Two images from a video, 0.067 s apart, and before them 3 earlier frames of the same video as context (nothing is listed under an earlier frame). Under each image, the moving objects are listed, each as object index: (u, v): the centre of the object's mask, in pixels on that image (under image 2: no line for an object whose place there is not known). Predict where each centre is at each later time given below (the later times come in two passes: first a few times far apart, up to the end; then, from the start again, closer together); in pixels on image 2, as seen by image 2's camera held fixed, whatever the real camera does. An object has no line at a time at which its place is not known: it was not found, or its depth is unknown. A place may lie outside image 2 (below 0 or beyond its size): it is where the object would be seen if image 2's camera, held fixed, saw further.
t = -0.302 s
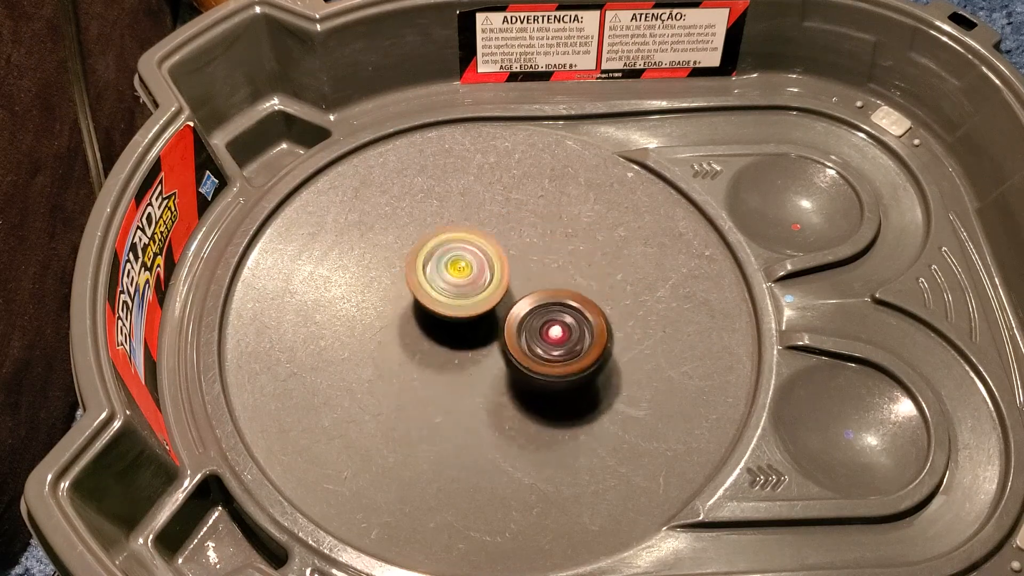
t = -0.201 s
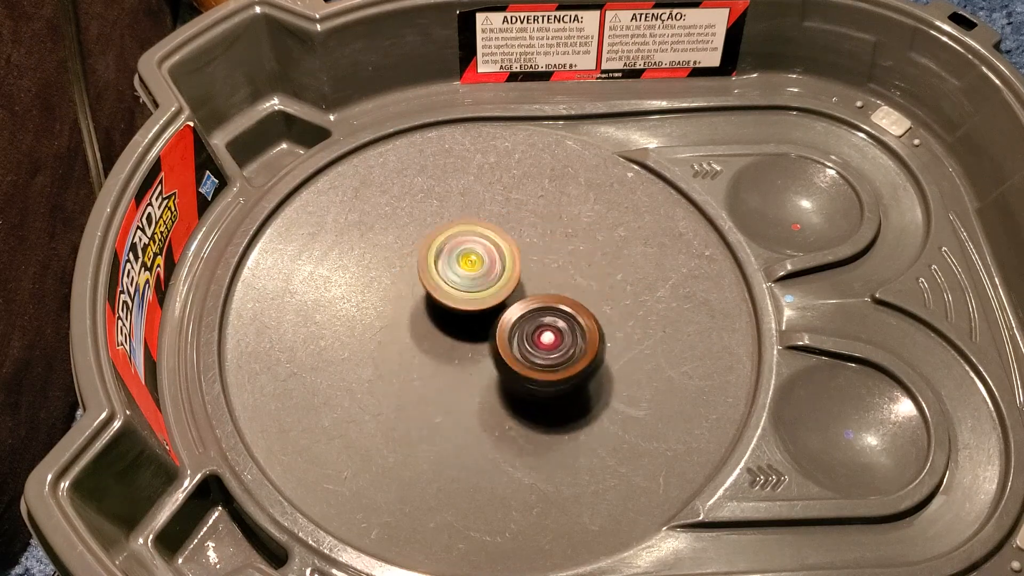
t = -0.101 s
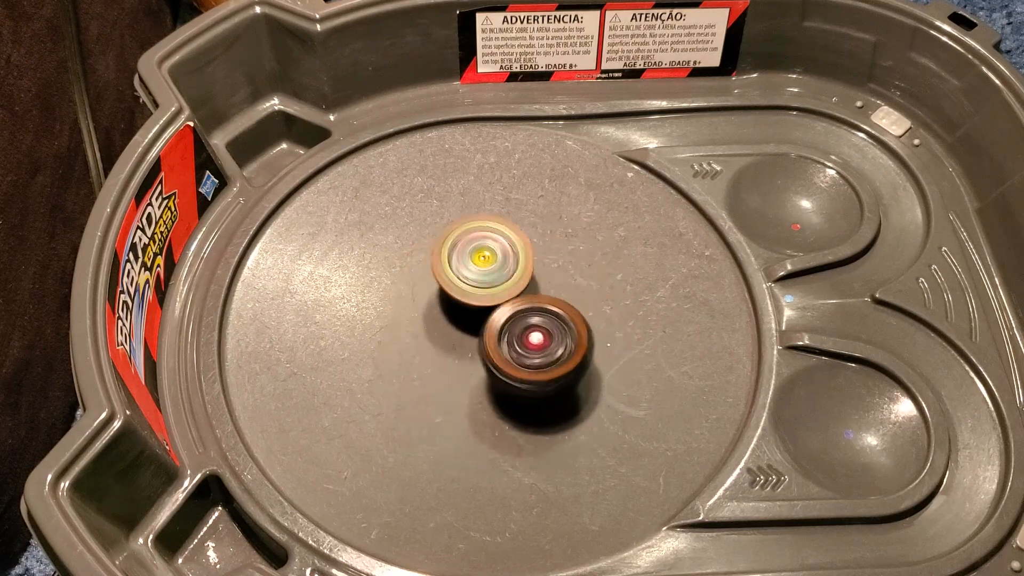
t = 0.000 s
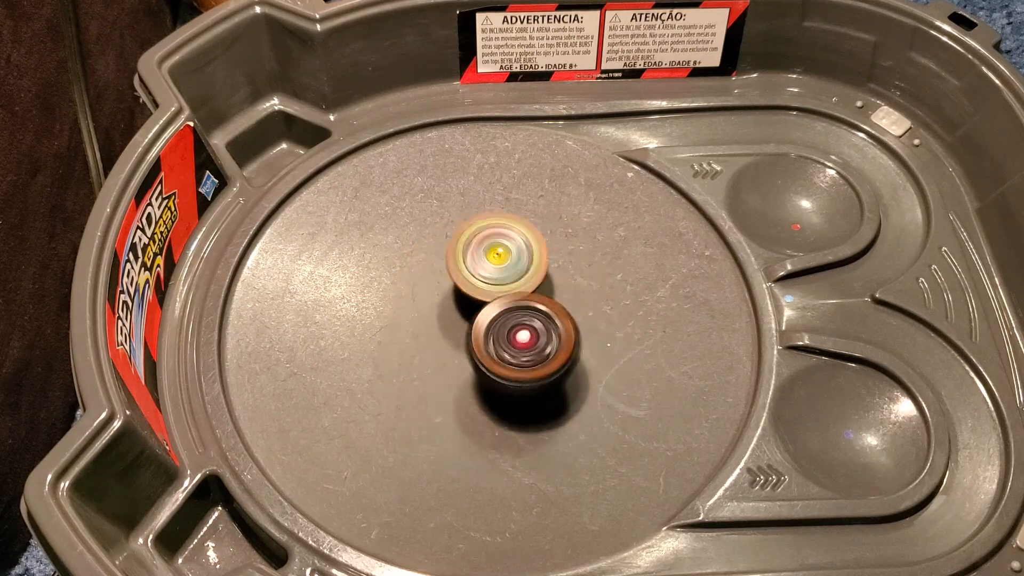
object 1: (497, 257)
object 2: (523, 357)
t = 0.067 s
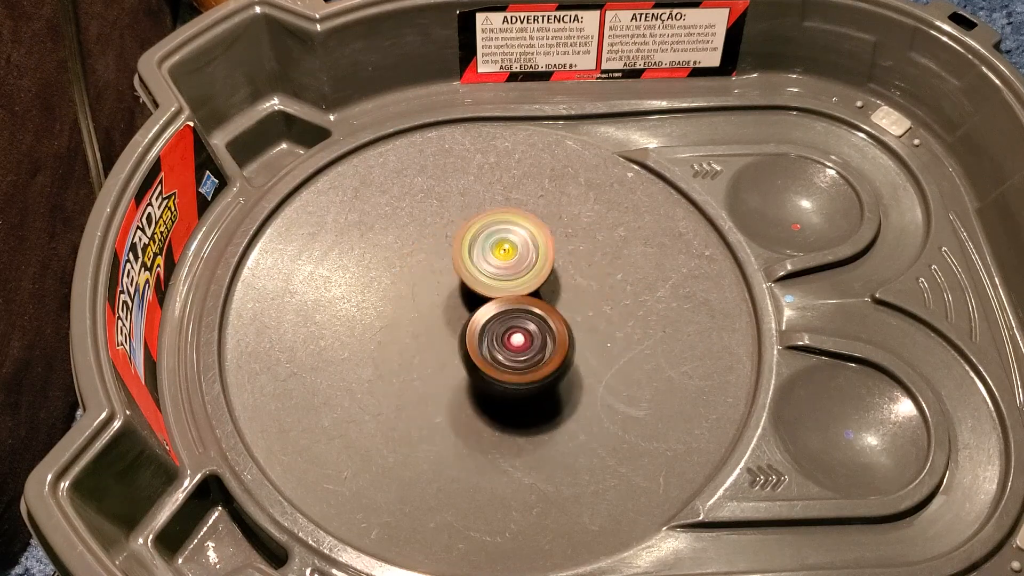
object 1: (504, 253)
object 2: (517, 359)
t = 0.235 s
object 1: (528, 256)
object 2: (499, 362)
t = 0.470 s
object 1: (559, 272)
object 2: (479, 351)
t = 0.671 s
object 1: (572, 292)
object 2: (466, 338)
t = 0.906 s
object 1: (576, 315)
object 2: (453, 319)
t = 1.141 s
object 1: (555, 337)
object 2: (454, 302)
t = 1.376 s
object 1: (528, 351)
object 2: (458, 279)
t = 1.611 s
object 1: (504, 358)
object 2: (469, 261)
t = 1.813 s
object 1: (484, 353)
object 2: (492, 259)
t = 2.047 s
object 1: (460, 369)
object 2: (534, 242)
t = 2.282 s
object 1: (456, 360)
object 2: (567, 238)
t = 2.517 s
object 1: (466, 337)
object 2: (570, 270)
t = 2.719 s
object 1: (447, 328)
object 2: (593, 298)
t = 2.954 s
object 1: (459, 316)
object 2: (612, 320)
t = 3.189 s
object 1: (479, 302)
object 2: (588, 341)
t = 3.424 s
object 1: (478, 294)
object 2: (576, 356)
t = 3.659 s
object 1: (488, 286)
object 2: (565, 368)
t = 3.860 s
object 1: (488, 272)
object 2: (556, 388)
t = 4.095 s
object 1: (497, 272)
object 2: (531, 384)
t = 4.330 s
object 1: (507, 268)
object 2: (505, 377)
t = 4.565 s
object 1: (526, 278)
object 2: (484, 377)
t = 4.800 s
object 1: (543, 283)
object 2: (466, 373)
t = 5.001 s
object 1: (551, 288)
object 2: (457, 358)
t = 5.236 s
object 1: (565, 291)
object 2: (433, 347)
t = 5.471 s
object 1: (564, 299)
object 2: (412, 336)
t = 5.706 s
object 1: (551, 308)
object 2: (439, 322)
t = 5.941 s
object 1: (562, 310)
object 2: (440, 306)
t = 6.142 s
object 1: (558, 314)
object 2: (452, 297)
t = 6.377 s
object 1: (577, 324)
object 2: (434, 283)
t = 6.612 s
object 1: (569, 329)
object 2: (443, 290)
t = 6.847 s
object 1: (560, 334)
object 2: (461, 293)
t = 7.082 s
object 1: (556, 337)
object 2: (460, 279)
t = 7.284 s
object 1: (546, 337)
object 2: (460, 274)
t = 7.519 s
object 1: (557, 355)
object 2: (447, 257)
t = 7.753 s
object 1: (546, 354)
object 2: (459, 266)
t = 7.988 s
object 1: (540, 353)
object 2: (479, 276)
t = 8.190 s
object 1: (539, 351)
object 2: (488, 269)
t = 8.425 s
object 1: (537, 353)
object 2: (492, 263)
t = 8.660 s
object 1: (533, 355)
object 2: (492, 255)
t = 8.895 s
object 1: (526, 352)
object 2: (491, 262)
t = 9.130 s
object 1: (525, 353)
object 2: (492, 262)
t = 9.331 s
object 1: (526, 355)
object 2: (491, 258)
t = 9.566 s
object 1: (527, 353)
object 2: (491, 255)
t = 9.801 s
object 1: (528, 356)
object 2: (493, 261)
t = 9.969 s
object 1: (530, 352)
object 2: (495, 264)
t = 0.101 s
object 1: (508, 254)
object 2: (513, 361)
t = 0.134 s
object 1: (512, 254)
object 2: (510, 362)
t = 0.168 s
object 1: (517, 254)
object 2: (507, 363)
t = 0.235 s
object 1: (528, 256)
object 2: (499, 362)
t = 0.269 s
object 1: (532, 258)
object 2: (496, 362)
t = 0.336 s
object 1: (541, 262)
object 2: (490, 358)
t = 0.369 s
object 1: (546, 265)
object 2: (487, 356)
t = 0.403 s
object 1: (550, 267)
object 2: (485, 354)
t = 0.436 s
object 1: (555, 270)
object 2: (483, 352)
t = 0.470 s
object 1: (559, 272)
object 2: (479, 351)
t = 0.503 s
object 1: (562, 275)
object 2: (475, 350)
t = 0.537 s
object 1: (564, 278)
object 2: (473, 348)
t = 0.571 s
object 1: (567, 281)
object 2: (470, 346)
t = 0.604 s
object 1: (569, 284)
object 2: (468, 343)
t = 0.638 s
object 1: (571, 289)
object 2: (466, 341)
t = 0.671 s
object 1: (572, 292)
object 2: (466, 338)
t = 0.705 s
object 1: (573, 296)
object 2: (465, 336)
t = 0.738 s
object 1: (573, 300)
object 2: (466, 333)
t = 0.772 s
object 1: (576, 304)
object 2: (463, 330)
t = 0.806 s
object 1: (578, 306)
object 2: (460, 327)
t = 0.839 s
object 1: (578, 309)
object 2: (457, 324)
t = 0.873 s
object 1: (577, 312)
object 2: (455, 321)
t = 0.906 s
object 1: (576, 315)
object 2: (453, 319)
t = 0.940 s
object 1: (571, 321)
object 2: (452, 314)
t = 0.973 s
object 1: (568, 325)
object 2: (452, 312)
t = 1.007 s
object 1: (566, 327)
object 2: (452, 311)
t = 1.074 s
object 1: (560, 333)
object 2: (454, 307)
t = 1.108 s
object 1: (558, 335)
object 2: (454, 304)
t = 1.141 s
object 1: (555, 337)
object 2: (454, 302)
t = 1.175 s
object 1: (550, 340)
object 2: (455, 299)
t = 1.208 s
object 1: (547, 342)
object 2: (454, 296)
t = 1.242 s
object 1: (543, 344)
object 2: (455, 293)
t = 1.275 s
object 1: (540, 346)
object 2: (455, 290)
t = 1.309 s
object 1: (536, 348)
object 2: (456, 286)
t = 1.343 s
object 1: (531, 349)
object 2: (458, 283)
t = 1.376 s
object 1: (528, 351)
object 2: (458, 279)
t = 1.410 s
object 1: (527, 354)
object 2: (459, 275)
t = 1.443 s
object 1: (524, 356)
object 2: (459, 272)
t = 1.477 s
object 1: (521, 357)
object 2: (461, 268)
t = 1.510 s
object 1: (516, 357)
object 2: (462, 266)
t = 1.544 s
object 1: (512, 357)
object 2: (464, 263)
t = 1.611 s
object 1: (504, 358)
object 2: (469, 261)
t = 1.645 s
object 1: (500, 357)
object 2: (473, 260)
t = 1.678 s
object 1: (496, 356)
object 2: (476, 259)
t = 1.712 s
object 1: (492, 354)
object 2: (480, 259)
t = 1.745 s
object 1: (489, 353)
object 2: (484, 259)
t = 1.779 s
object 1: (486, 353)
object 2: (488, 259)
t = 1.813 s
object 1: (484, 353)
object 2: (492, 259)
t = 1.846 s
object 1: (481, 352)
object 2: (497, 259)
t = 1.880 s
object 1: (478, 350)
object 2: (501, 259)
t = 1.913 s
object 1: (475, 349)
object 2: (506, 260)
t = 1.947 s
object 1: (468, 358)
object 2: (512, 257)
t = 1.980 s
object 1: (464, 366)
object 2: (519, 251)
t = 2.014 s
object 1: (462, 369)
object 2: (527, 246)
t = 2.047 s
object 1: (460, 369)
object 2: (534, 242)
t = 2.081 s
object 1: (459, 368)
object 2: (541, 239)
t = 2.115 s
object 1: (459, 368)
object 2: (547, 235)
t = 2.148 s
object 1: (458, 367)
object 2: (552, 235)
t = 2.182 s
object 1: (457, 365)
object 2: (557, 235)
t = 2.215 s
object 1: (457, 364)
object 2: (561, 235)
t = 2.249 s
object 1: (457, 361)
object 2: (565, 236)
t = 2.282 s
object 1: (456, 360)
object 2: (567, 238)
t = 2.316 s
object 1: (457, 357)
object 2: (570, 240)
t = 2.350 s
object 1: (458, 354)
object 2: (572, 244)
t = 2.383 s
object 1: (460, 351)
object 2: (573, 248)
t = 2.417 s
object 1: (461, 348)
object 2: (573, 252)
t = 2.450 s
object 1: (462, 344)
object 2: (573, 257)
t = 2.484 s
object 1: (464, 341)
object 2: (572, 263)
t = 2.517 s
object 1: (466, 337)
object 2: (570, 270)
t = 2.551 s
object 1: (468, 333)
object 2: (568, 277)
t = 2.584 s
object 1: (471, 329)
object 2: (566, 284)
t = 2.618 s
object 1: (468, 327)
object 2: (568, 289)
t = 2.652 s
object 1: (456, 329)
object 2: (578, 290)
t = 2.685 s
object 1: (449, 329)
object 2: (586, 294)
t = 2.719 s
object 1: (447, 328)
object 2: (593, 298)
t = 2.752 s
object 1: (447, 327)
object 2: (599, 302)
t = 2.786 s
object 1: (448, 325)
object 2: (603, 306)
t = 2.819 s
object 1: (449, 323)
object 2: (607, 309)
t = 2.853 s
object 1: (451, 321)
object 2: (609, 312)
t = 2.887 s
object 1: (454, 319)
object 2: (611, 315)
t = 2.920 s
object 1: (456, 317)
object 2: (612, 318)
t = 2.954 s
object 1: (459, 316)
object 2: (612, 320)
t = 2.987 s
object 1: (461, 314)
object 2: (611, 324)
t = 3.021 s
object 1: (465, 311)
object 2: (609, 328)
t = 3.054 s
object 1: (468, 310)
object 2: (606, 331)
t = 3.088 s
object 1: (471, 307)
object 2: (601, 334)
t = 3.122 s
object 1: (475, 306)
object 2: (596, 336)
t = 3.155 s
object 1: (479, 305)
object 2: (591, 338)
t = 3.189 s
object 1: (479, 302)
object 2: (588, 341)
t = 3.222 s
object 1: (475, 300)
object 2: (587, 343)
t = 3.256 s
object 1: (474, 300)
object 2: (585, 345)
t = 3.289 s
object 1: (475, 299)
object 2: (584, 347)
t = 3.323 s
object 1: (477, 299)
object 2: (581, 349)
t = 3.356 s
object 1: (479, 298)
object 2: (578, 350)
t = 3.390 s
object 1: (478, 296)
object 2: (577, 353)
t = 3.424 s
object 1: (478, 294)
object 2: (576, 356)
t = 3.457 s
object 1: (480, 293)
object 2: (575, 358)
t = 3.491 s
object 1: (482, 293)
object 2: (573, 360)
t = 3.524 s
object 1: (483, 291)
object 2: (572, 362)
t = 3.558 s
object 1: (484, 289)
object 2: (571, 364)
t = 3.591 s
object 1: (485, 288)
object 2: (569, 366)
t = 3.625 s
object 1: (487, 287)
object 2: (567, 367)
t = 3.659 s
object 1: (488, 286)
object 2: (565, 368)
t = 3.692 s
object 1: (490, 285)
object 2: (562, 368)
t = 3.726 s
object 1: (491, 284)
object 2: (559, 369)
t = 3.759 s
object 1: (490, 278)
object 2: (560, 376)
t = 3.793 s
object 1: (488, 275)
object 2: (560, 380)
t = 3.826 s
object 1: (488, 273)
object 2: (558, 384)
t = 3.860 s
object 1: (488, 272)
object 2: (556, 388)
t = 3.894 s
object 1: (488, 271)
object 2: (554, 390)
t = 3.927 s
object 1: (489, 271)
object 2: (551, 391)
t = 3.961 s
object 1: (490, 270)
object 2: (548, 392)
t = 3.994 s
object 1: (492, 271)
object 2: (543, 391)
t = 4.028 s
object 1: (493, 271)
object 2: (539, 390)
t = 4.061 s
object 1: (495, 271)
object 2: (535, 387)
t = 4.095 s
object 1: (497, 272)
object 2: (531, 384)
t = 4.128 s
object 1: (498, 272)
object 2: (526, 379)
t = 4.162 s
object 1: (500, 273)
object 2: (521, 376)
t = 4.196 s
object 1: (502, 270)
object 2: (518, 374)
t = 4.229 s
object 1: (503, 269)
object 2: (515, 373)
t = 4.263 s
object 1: (504, 268)
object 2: (512, 372)
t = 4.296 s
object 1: (505, 267)
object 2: (508, 374)
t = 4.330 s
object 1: (507, 268)
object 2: (505, 377)
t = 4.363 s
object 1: (511, 269)
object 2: (498, 380)
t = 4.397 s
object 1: (514, 270)
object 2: (495, 382)
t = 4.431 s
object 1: (516, 271)
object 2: (492, 382)
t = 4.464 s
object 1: (519, 273)
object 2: (490, 382)
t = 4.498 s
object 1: (522, 275)
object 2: (488, 382)
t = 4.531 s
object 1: (524, 276)
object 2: (486, 380)
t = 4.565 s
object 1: (526, 278)
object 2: (484, 377)
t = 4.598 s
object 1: (529, 279)
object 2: (482, 376)
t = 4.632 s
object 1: (534, 276)
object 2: (480, 378)
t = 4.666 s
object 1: (536, 277)
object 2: (475, 378)
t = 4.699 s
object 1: (537, 278)
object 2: (472, 377)
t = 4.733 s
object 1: (539, 279)
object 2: (469, 376)
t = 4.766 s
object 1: (541, 281)
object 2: (467, 375)
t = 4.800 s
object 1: (543, 283)
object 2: (466, 373)
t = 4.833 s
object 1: (544, 284)
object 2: (465, 370)
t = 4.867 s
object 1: (546, 286)
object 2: (465, 367)
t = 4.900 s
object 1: (546, 287)
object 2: (465, 363)
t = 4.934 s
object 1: (548, 287)
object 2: (463, 361)
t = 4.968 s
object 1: (551, 287)
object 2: (460, 360)
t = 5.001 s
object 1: (551, 288)
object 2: (457, 358)
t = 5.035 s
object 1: (551, 289)
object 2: (454, 357)
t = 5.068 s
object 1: (551, 291)
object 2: (452, 354)
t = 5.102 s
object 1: (551, 293)
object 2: (451, 351)
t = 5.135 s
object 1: (551, 295)
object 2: (452, 348)
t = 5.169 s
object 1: (553, 296)
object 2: (449, 346)
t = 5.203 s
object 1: (562, 293)
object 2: (439, 347)
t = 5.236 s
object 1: (565, 291)
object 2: (433, 347)
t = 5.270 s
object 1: (566, 292)
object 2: (427, 346)
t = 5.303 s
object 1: (566, 292)
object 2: (421, 345)
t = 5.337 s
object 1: (566, 293)
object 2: (417, 343)
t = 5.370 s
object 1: (566, 294)
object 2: (414, 341)
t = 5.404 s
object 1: (566, 296)
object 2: (412, 340)
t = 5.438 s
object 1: (565, 297)
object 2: (412, 338)
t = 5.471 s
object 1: (564, 299)
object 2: (412, 336)
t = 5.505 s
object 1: (563, 300)
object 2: (413, 335)
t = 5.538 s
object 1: (561, 302)
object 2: (416, 332)
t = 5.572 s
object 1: (559, 303)
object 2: (419, 330)
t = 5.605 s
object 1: (556, 304)
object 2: (424, 328)
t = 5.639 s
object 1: (554, 306)
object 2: (430, 326)
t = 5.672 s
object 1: (551, 307)
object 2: (436, 324)
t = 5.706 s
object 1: (551, 308)
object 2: (439, 322)
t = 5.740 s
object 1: (555, 308)
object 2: (440, 320)
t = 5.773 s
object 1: (555, 308)
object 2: (443, 317)
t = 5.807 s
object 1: (558, 308)
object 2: (441, 316)
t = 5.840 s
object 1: (561, 309)
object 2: (441, 314)
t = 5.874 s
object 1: (562, 309)
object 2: (440, 311)
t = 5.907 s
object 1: (562, 309)
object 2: (439, 308)
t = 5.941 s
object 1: (562, 310)
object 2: (440, 306)
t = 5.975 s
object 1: (562, 310)
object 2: (441, 304)
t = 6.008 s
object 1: (562, 311)
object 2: (443, 302)
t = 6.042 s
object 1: (561, 312)
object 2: (445, 301)
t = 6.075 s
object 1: (560, 313)
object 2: (448, 300)
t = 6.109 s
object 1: (559, 314)
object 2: (450, 298)
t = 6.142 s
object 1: (558, 314)
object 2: (452, 297)
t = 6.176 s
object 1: (564, 317)
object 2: (448, 295)
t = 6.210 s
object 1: (572, 319)
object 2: (443, 292)
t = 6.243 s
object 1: (574, 320)
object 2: (440, 289)
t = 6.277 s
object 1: (575, 321)
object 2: (438, 286)
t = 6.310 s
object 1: (577, 322)
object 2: (437, 285)
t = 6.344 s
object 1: (577, 323)
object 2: (435, 284)
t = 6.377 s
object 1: (577, 324)
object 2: (434, 283)
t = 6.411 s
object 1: (577, 326)
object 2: (433, 283)
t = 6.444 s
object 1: (577, 327)
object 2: (433, 284)
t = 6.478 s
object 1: (577, 327)
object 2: (434, 284)
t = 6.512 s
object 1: (575, 328)
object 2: (434, 286)
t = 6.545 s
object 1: (574, 329)
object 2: (437, 287)
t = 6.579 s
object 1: (571, 329)
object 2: (440, 288)
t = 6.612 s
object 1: (569, 329)
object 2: (443, 290)
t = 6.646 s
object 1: (565, 329)
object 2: (447, 292)
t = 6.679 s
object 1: (563, 329)
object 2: (452, 293)
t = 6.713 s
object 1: (559, 329)
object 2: (457, 295)
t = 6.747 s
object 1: (559, 330)
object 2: (459, 295)
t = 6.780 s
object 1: (560, 332)
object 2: (459, 295)
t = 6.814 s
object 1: (560, 333)
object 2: (461, 295)
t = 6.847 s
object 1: (560, 334)
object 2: (461, 293)
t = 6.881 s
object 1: (559, 333)
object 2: (462, 291)
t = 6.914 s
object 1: (558, 333)
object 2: (463, 289)
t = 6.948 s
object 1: (556, 334)
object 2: (464, 288)
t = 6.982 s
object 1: (556, 334)
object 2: (463, 286)
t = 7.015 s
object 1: (555, 335)
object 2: (463, 284)
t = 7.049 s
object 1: (557, 338)
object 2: (460, 281)
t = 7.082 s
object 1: (556, 337)
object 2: (460, 279)
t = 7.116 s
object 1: (556, 338)
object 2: (459, 277)
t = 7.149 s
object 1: (553, 338)
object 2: (458, 275)
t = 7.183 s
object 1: (552, 338)
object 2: (458, 274)
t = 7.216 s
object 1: (549, 338)
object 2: (458, 273)
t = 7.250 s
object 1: (548, 338)
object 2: (459, 273)
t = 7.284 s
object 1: (546, 337)
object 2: (460, 274)
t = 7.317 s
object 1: (544, 336)
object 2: (461, 274)
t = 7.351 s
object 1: (542, 335)
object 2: (462, 275)
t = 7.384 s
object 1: (547, 342)
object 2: (458, 272)
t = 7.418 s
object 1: (553, 350)
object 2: (452, 267)
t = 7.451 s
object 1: (555, 353)
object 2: (450, 263)
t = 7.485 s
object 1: (556, 354)
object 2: (449, 260)
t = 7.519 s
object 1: (557, 355)
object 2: (447, 257)
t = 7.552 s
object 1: (557, 355)
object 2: (446, 255)
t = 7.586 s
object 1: (556, 356)
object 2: (447, 254)
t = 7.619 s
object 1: (555, 356)
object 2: (447, 254)
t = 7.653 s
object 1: (553, 356)
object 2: (448, 255)
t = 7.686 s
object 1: (552, 356)
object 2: (450, 257)
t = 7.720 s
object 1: (551, 356)
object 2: (453, 259)
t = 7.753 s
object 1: (546, 354)
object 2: (459, 266)
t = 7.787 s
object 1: (543, 352)
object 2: (463, 269)
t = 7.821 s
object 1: (540, 350)
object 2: (467, 272)
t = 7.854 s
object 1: (538, 348)
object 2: (471, 275)
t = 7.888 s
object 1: (538, 350)
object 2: (472, 276)
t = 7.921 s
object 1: (540, 354)
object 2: (474, 277)
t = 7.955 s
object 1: (540, 353)
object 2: (478, 276)
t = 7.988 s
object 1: (540, 353)
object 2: (479, 276)
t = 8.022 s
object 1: (539, 353)
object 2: (480, 275)
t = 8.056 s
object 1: (540, 354)
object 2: (482, 273)
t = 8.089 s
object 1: (541, 353)
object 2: (483, 273)
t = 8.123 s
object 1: (541, 353)
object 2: (486, 271)
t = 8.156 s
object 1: (541, 352)
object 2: (487, 270)
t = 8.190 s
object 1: (539, 351)
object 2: (488, 269)
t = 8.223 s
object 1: (539, 353)
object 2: (489, 268)
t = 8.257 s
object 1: (539, 352)
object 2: (491, 267)
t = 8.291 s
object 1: (540, 352)
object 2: (491, 266)
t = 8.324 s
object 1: (539, 351)
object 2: (492, 266)
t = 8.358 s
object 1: (538, 350)
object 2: (494, 265)
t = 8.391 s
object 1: (536, 350)
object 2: (493, 265)
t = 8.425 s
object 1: (537, 353)
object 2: (492, 263)
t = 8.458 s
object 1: (537, 356)
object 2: (492, 261)
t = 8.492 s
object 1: (538, 356)
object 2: (493, 259)
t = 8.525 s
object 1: (538, 356)
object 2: (492, 257)
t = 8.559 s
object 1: (537, 356)
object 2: (492, 256)
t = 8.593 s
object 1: (536, 356)
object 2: (493, 254)
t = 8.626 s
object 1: (535, 355)
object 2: (492, 254)
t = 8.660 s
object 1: (533, 355)
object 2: (492, 255)
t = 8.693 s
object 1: (532, 353)
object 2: (492, 255)
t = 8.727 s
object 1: (530, 352)
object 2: (492, 256)
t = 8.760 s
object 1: (528, 351)
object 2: (493, 257)
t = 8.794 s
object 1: (527, 349)
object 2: (492, 259)
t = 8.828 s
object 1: (526, 349)
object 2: (492, 260)
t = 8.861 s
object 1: (525, 350)
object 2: (492, 261)
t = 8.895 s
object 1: (526, 352)
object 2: (491, 262)
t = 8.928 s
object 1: (526, 353)
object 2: (492, 261)
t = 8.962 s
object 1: (526, 353)
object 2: (493, 260)
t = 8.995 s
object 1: (525, 352)
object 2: (493, 261)
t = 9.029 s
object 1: (524, 351)
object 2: (495, 261)
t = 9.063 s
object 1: (524, 351)
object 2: (494, 261)
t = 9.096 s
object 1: (525, 353)
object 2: (492, 262)
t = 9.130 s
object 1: (525, 353)
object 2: (492, 262)
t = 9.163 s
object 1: (525, 353)
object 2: (493, 260)
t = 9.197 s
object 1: (526, 352)
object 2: (493, 260)
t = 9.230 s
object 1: (526, 351)
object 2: (493, 260)
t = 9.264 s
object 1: (525, 350)
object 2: (493, 259)
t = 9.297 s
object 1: (525, 350)
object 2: (492, 259)
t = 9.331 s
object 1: (526, 355)
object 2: (491, 258)
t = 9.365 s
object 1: (527, 356)
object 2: (490, 256)
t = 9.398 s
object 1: (527, 356)
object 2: (490, 255)
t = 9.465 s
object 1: (526, 356)
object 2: (490, 253)
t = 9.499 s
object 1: (527, 355)
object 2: (491, 253)
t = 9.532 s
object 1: (527, 355)
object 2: (491, 253)
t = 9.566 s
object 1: (527, 353)
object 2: (491, 255)
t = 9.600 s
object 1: (526, 352)
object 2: (491, 256)
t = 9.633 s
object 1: (526, 352)
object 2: (492, 257)
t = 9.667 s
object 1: (526, 350)
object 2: (492, 260)
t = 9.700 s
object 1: (526, 350)
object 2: (491, 262)
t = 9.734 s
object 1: (527, 355)
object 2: (490, 262)
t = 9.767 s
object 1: (526, 356)
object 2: (491, 263)
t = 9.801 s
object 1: (528, 356)
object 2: (493, 261)
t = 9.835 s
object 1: (529, 355)
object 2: (493, 261)
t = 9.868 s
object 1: (528, 354)
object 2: (494, 262)
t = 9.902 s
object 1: (529, 354)
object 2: (495, 262)
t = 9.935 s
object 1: (529, 354)
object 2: (495, 262)
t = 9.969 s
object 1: (530, 352)
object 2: (495, 264)
